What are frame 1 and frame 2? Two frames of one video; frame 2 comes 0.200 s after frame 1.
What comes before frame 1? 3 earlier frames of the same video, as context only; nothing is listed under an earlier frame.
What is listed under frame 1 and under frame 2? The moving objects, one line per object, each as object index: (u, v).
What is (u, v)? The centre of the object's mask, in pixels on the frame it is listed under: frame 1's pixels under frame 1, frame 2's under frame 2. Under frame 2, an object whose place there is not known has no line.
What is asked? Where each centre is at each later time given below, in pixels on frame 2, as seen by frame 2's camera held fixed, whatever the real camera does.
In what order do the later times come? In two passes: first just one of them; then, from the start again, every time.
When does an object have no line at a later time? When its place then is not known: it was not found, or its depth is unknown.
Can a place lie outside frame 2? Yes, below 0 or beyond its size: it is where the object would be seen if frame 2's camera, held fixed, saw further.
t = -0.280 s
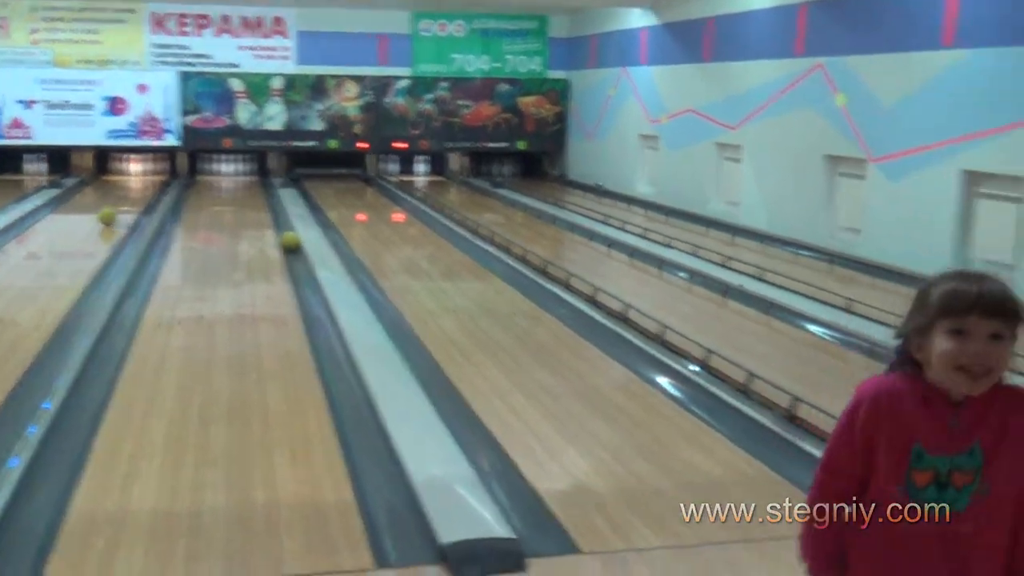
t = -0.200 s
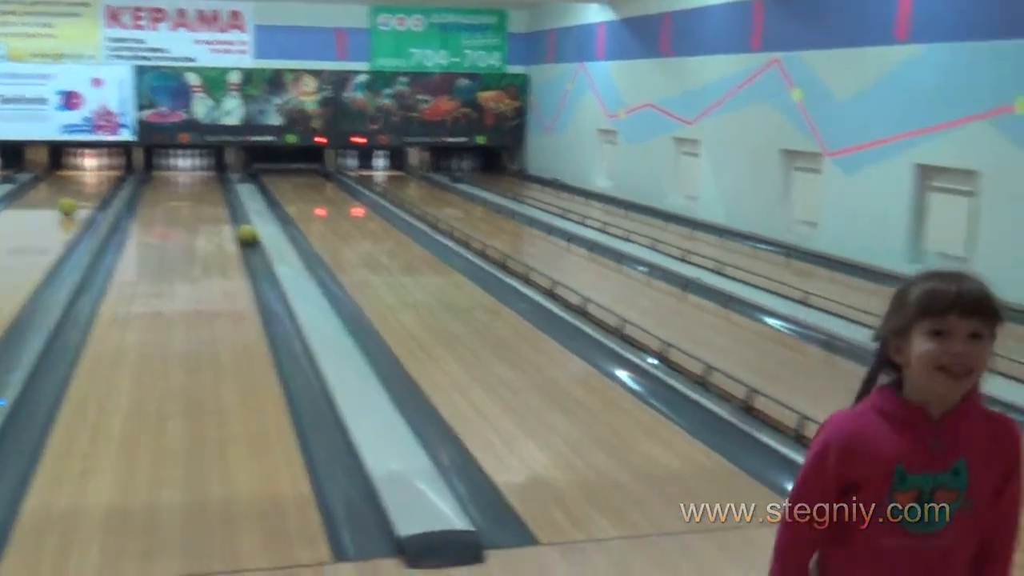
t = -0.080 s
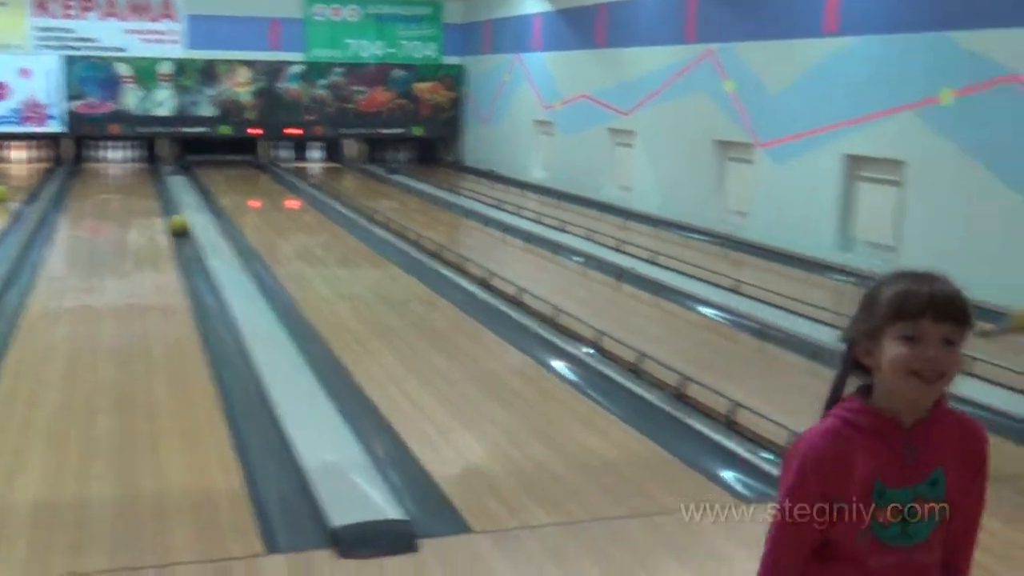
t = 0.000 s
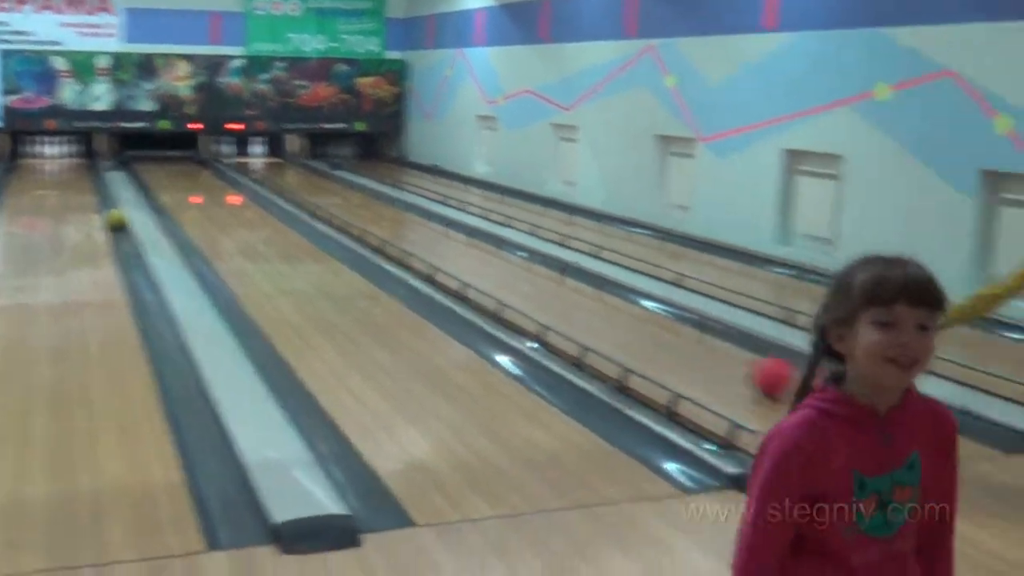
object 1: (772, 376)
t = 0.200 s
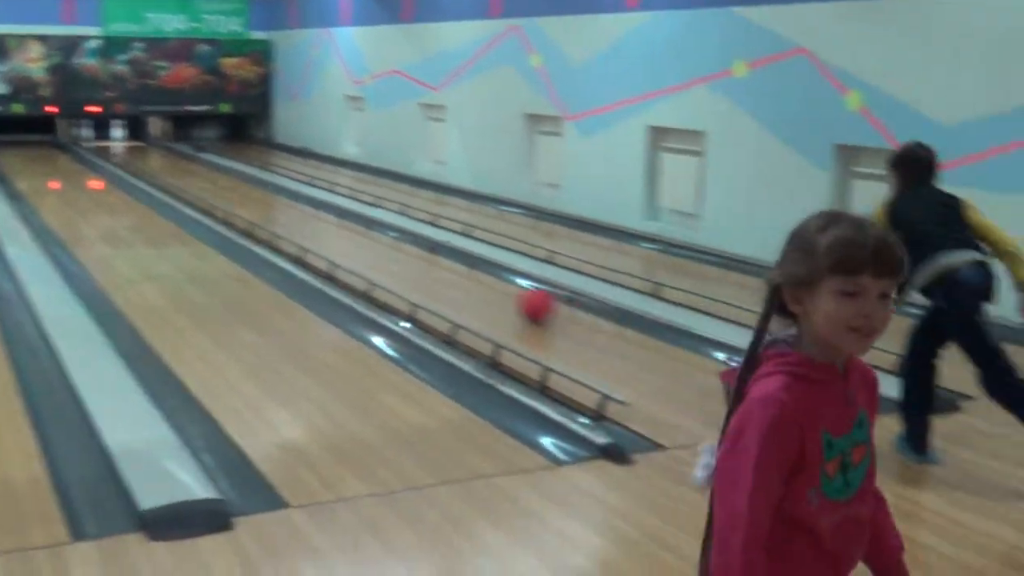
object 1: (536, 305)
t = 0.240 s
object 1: (518, 298)
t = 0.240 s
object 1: (518, 298)
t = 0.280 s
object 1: (503, 291)
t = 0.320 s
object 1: (487, 284)
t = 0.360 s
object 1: (473, 278)
